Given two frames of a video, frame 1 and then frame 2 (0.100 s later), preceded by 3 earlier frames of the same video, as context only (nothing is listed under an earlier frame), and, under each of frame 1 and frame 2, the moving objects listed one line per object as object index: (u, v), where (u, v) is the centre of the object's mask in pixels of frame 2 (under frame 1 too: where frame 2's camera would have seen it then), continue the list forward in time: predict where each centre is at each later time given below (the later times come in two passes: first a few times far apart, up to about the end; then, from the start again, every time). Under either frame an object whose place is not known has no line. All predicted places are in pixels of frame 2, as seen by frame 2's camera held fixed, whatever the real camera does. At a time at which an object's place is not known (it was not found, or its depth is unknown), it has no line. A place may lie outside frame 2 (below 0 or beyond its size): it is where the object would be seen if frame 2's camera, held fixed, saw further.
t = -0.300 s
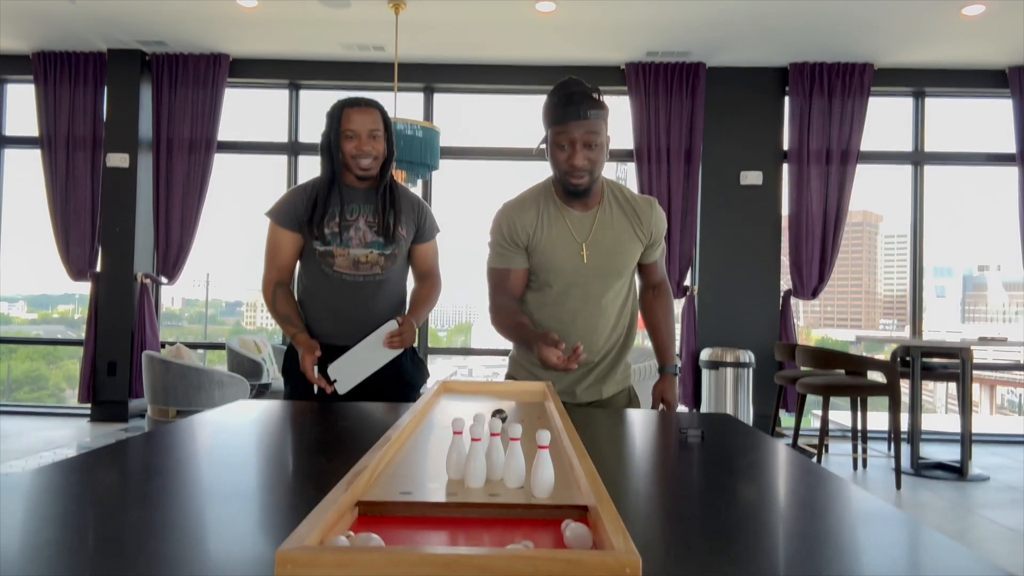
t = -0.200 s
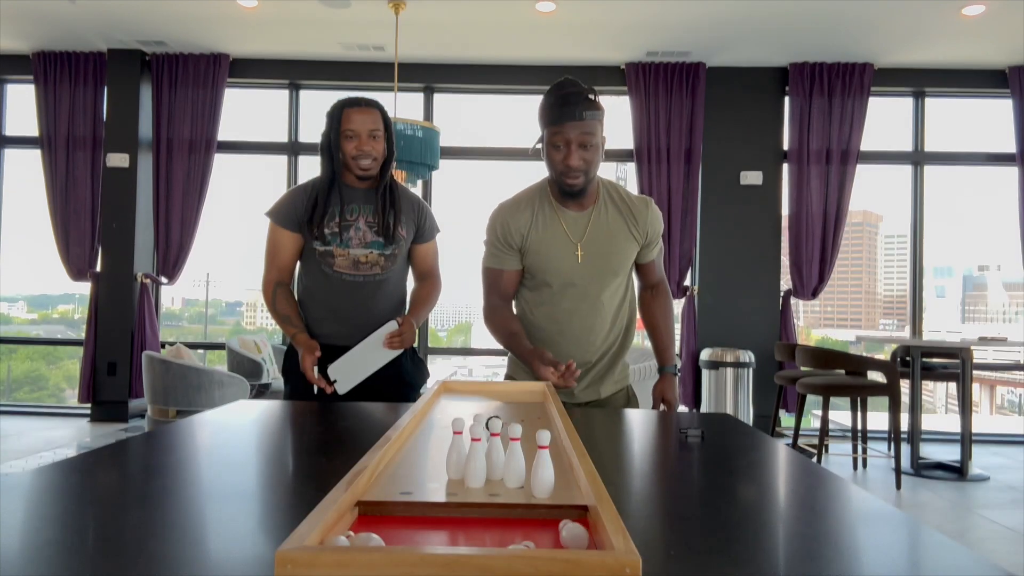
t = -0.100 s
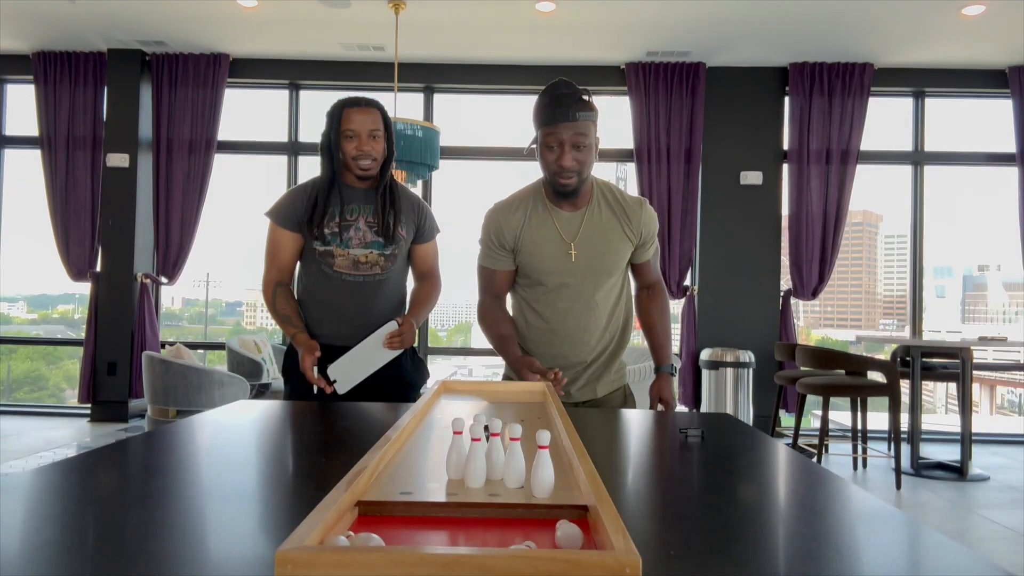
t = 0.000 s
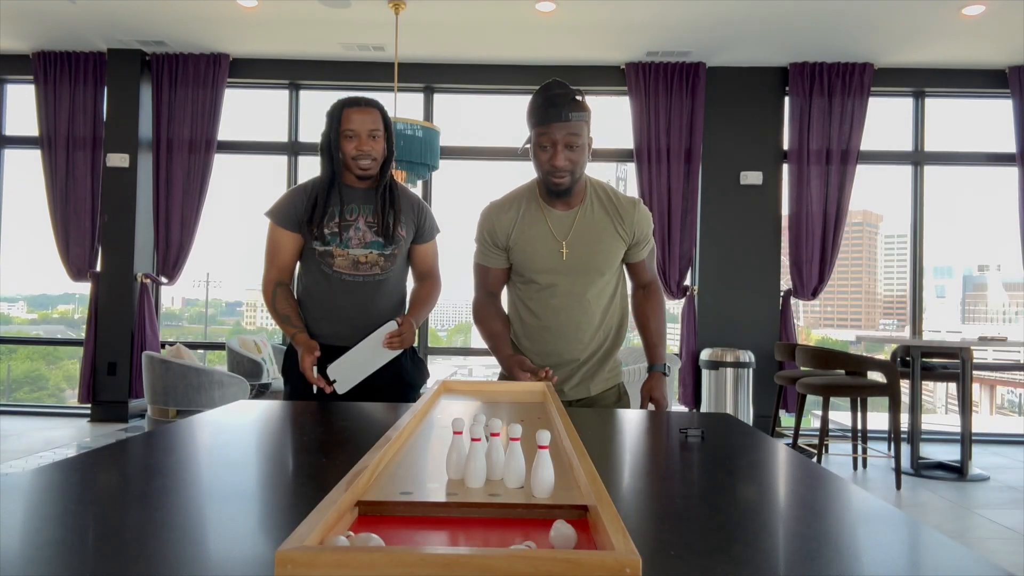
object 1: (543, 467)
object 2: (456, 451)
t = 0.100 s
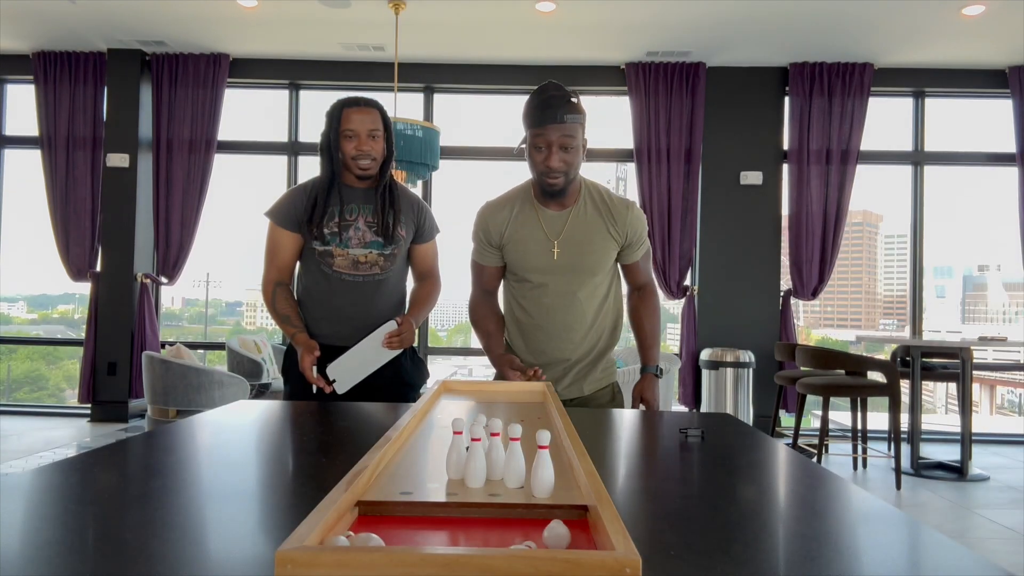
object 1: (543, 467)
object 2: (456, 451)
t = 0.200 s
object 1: (543, 467)
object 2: (440, 467)
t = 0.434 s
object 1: (561, 471)
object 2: (365, 506)
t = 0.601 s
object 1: (564, 491)
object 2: (375, 515)
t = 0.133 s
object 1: (543, 467)
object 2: (456, 451)
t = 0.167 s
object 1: (543, 467)
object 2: (450, 454)
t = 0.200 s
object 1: (543, 467)
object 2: (440, 467)
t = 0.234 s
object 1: (543, 467)
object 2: (428, 469)
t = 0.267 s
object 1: (545, 467)
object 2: (416, 475)
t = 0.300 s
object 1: (547, 468)
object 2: (403, 486)
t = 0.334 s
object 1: (551, 468)
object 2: (389, 489)
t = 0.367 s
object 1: (553, 468)
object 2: (378, 499)
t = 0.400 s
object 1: (556, 469)
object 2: (371, 504)
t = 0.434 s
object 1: (561, 471)
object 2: (365, 506)
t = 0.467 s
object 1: (569, 475)
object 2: (368, 509)
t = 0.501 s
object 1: (571, 481)
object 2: (370, 512)
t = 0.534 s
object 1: (570, 485)
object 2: (371, 515)
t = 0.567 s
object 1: (567, 487)
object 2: (373, 515)
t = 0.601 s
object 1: (564, 491)
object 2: (375, 515)
